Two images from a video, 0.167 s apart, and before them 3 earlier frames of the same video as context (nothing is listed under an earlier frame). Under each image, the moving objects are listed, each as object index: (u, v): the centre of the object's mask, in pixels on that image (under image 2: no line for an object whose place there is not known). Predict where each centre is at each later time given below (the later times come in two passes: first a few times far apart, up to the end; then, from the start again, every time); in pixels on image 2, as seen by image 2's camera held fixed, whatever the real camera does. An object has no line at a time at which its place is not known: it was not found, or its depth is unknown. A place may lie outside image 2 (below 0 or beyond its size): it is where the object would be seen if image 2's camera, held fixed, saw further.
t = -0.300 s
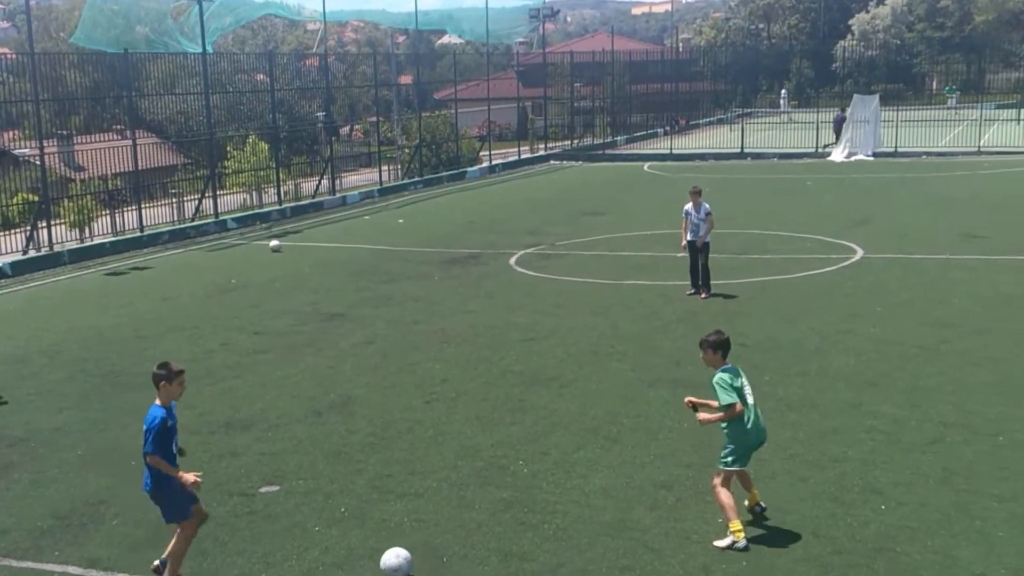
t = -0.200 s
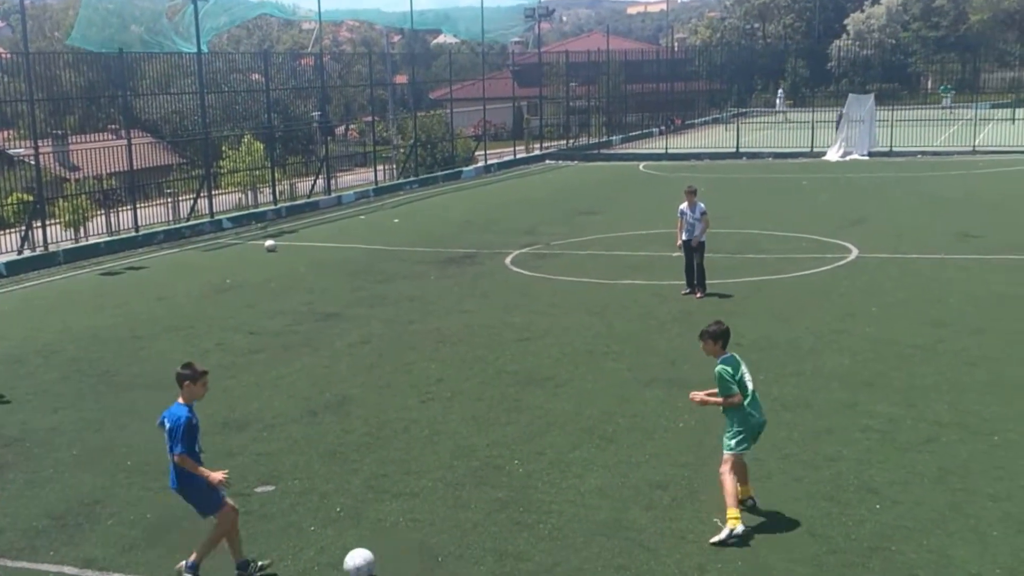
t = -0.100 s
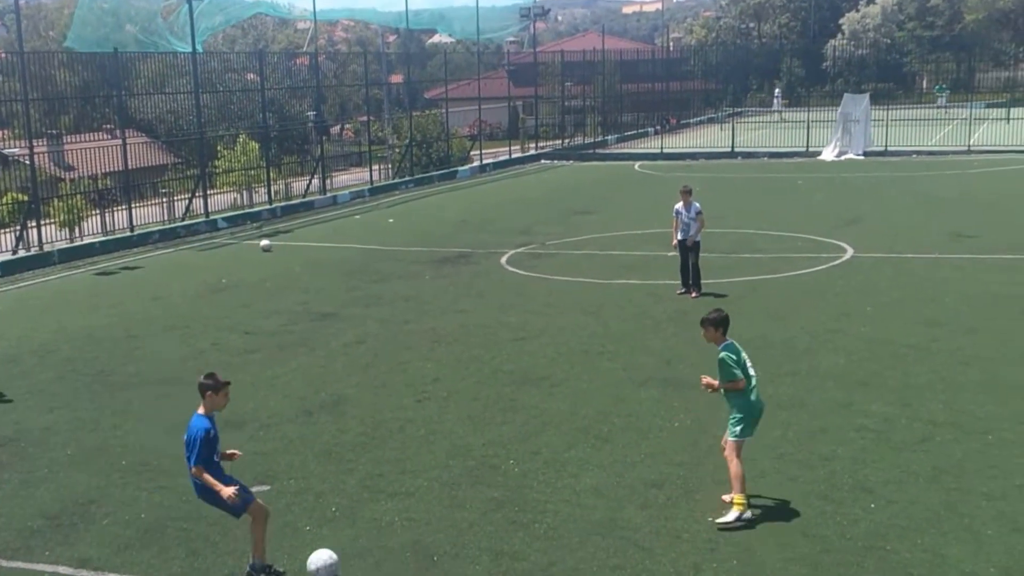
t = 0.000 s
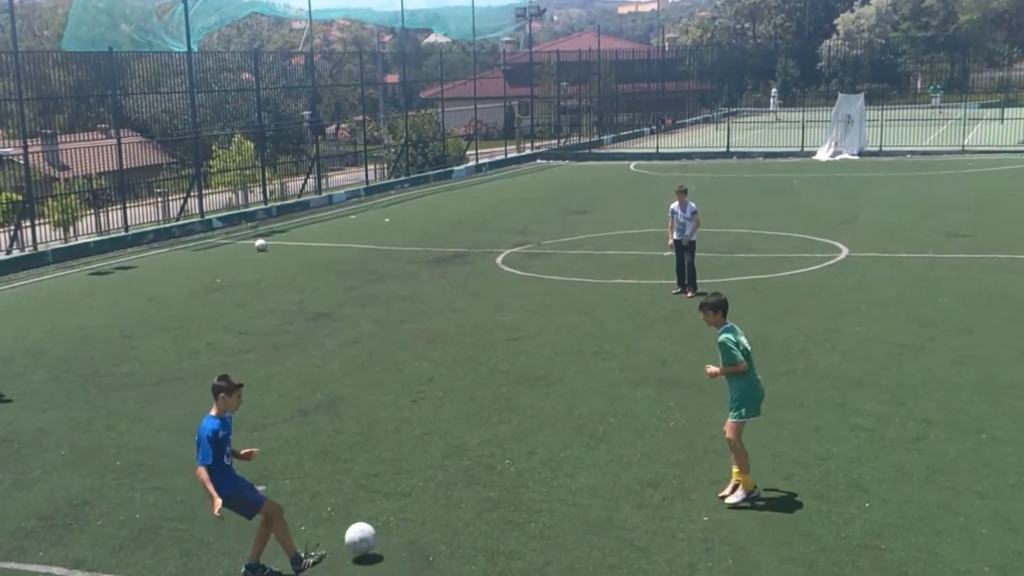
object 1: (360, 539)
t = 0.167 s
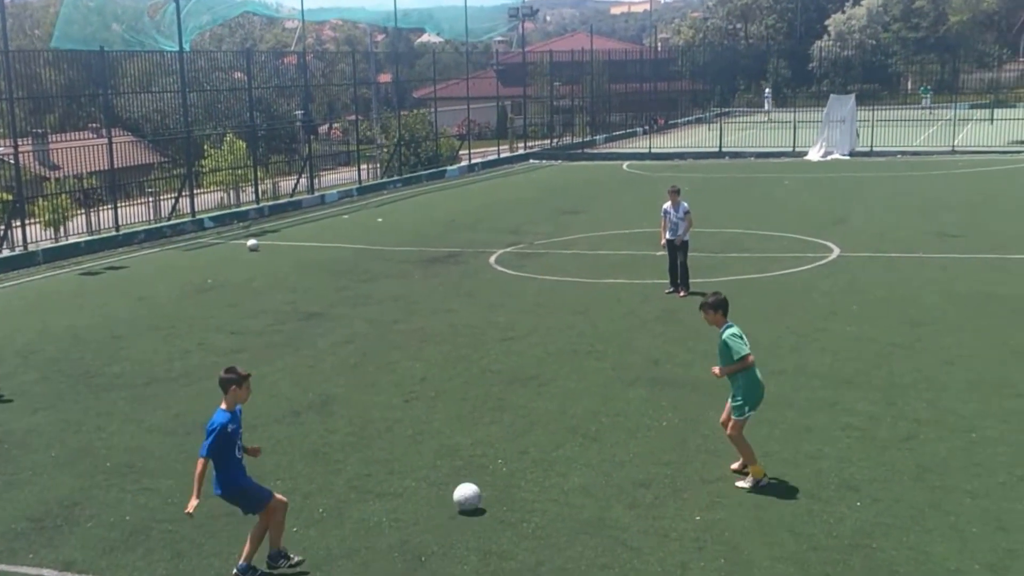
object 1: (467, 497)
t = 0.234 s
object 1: (500, 480)
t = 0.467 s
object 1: (581, 443)
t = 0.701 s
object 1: (633, 418)
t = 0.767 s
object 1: (646, 411)
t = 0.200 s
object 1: (484, 488)
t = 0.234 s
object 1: (500, 480)
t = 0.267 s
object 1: (515, 475)
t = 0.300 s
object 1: (530, 471)
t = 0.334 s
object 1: (541, 463)
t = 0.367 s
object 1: (552, 456)
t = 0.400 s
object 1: (562, 450)
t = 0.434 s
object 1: (572, 445)
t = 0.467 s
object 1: (581, 443)
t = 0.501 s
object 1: (590, 441)
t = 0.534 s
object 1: (598, 436)
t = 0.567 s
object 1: (606, 431)
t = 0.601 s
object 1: (613, 428)
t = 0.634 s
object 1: (620, 425)
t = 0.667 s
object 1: (627, 423)
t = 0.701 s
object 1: (633, 418)
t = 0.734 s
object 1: (640, 414)
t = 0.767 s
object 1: (646, 411)
